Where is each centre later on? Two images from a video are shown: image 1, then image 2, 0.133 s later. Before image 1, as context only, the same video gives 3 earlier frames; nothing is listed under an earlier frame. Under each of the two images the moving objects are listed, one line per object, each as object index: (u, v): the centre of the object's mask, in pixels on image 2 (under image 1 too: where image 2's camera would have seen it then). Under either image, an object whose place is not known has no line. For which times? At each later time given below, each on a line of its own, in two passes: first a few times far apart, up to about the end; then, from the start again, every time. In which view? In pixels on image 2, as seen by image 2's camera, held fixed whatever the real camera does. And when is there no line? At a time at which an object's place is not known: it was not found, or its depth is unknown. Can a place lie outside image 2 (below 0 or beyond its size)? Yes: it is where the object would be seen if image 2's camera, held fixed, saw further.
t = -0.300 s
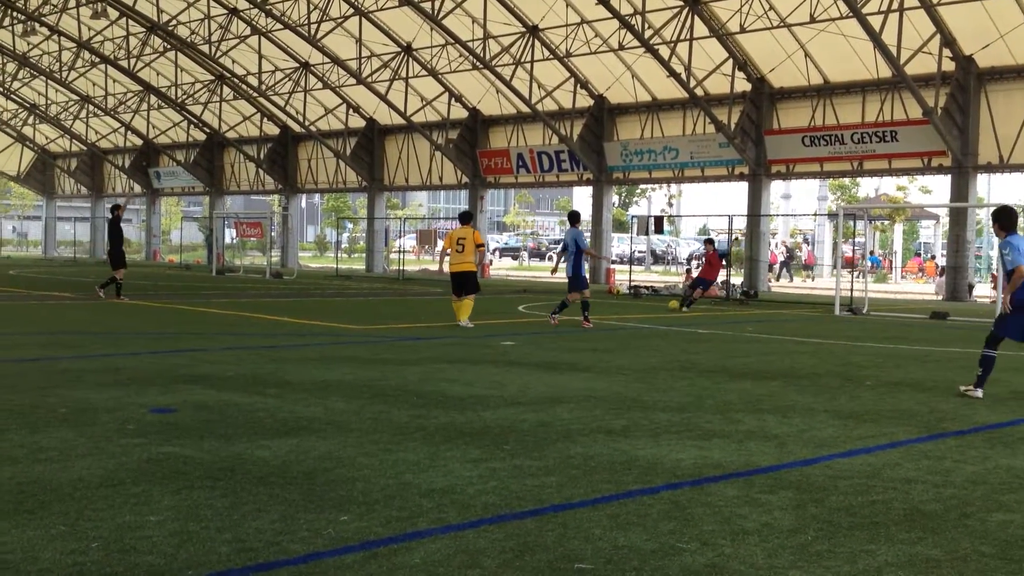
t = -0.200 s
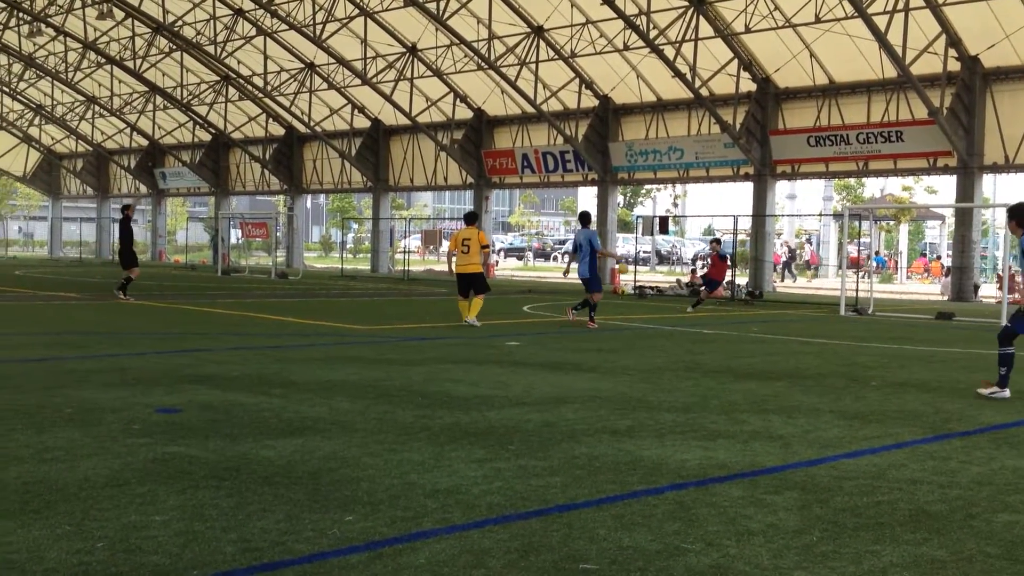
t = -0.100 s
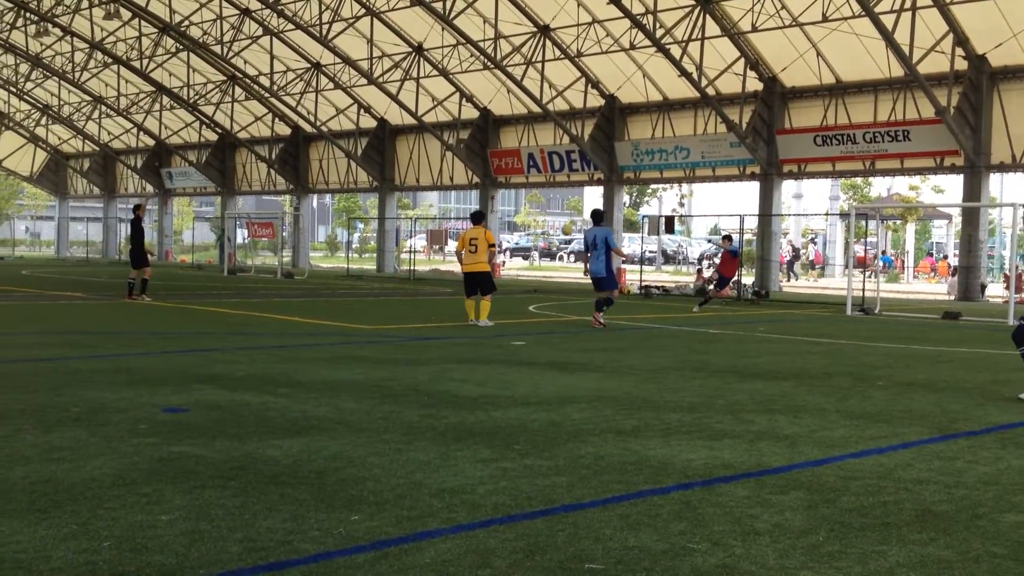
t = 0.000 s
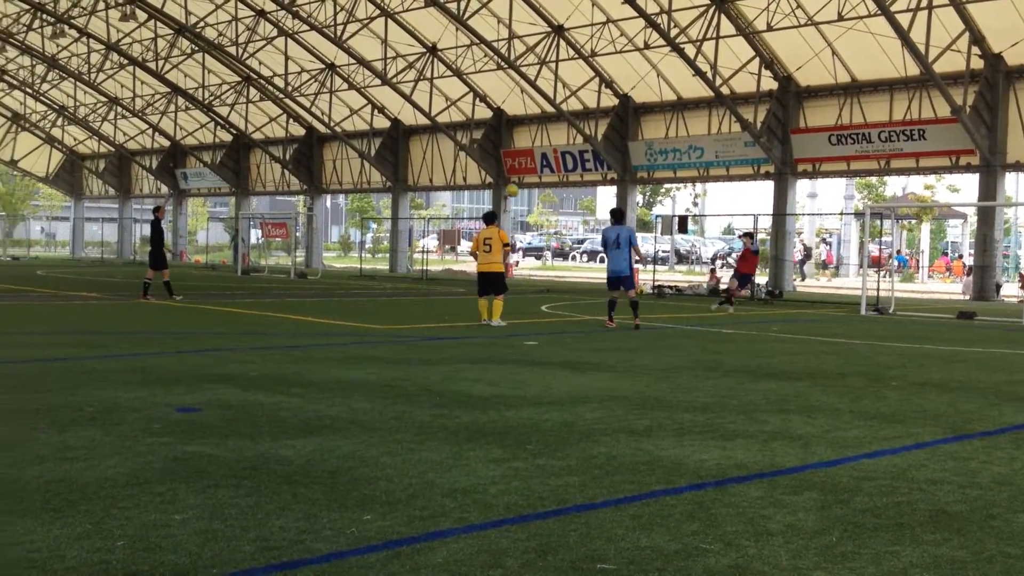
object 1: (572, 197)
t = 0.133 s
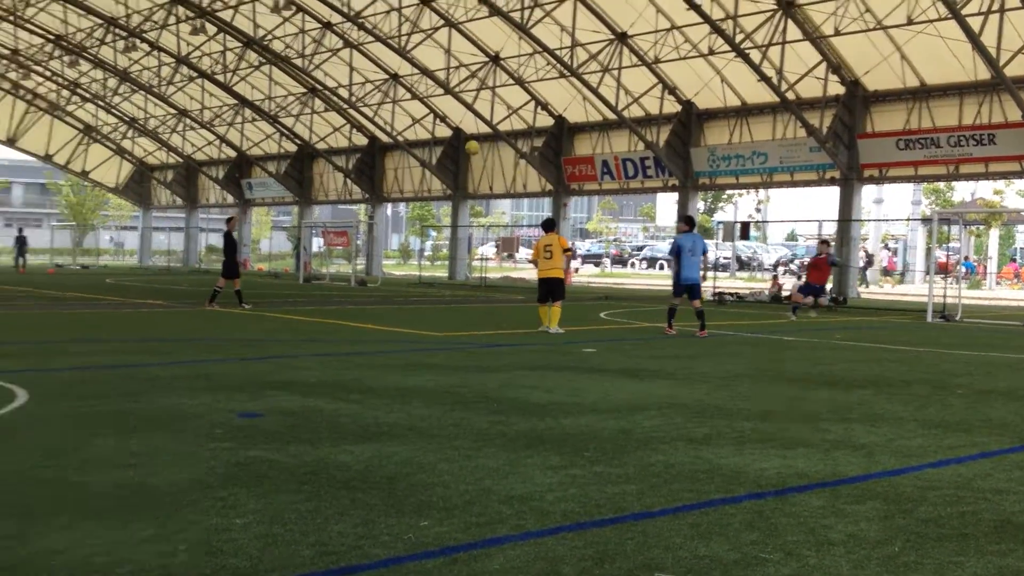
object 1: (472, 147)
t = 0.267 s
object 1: (359, 98)
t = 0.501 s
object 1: (106, 11)
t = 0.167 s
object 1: (445, 135)
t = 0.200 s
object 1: (417, 123)
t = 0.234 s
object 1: (389, 110)
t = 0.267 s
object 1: (359, 98)
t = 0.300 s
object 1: (327, 84)
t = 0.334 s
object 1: (294, 72)
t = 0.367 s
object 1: (260, 60)
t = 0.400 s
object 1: (224, 48)
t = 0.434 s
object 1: (186, 36)
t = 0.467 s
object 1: (147, 22)
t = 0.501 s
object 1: (106, 11)
